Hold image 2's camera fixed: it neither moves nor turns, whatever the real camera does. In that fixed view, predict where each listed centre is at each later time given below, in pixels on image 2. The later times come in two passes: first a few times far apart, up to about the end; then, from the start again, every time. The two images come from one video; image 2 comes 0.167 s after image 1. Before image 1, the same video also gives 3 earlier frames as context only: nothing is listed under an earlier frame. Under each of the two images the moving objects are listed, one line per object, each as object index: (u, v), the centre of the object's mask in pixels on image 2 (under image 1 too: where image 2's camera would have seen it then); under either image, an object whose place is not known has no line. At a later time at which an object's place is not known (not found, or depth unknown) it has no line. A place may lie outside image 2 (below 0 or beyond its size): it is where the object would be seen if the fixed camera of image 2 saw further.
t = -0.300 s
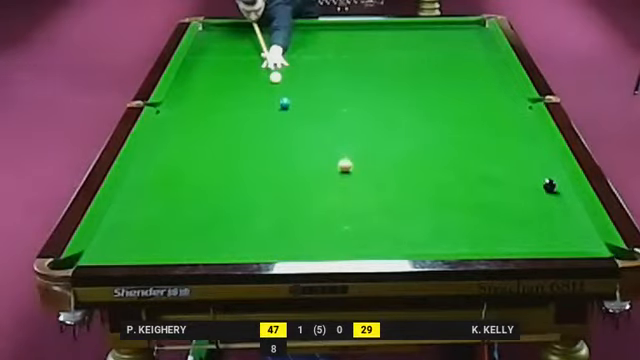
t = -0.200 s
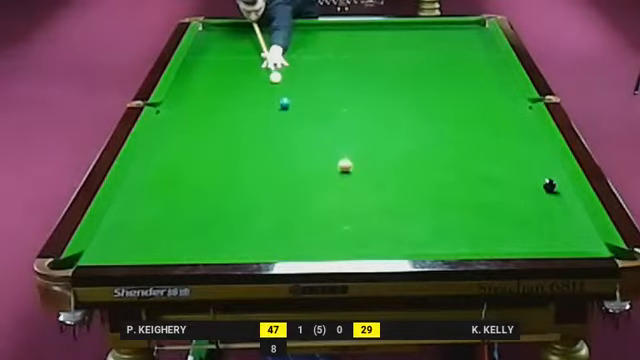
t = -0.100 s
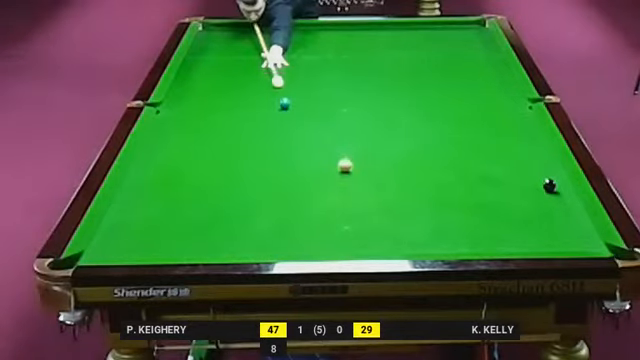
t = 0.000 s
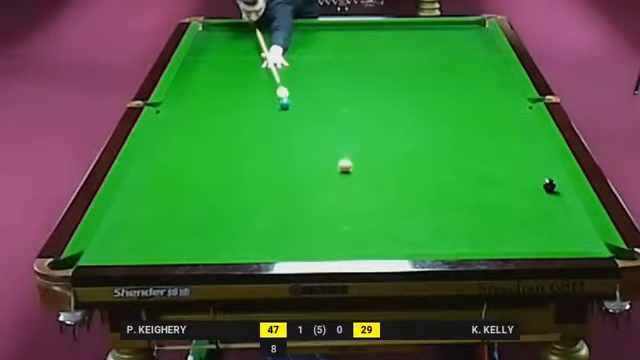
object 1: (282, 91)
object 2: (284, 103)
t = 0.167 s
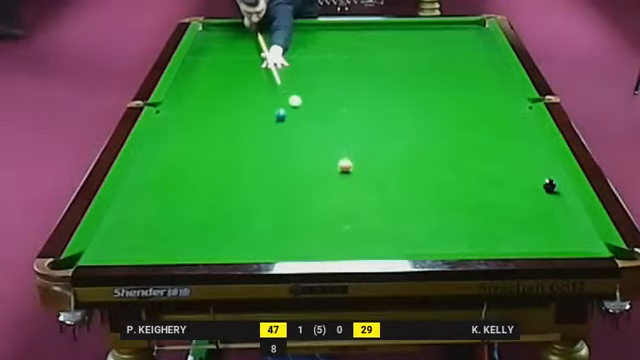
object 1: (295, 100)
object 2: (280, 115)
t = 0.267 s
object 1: (303, 103)
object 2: (277, 124)
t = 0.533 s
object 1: (325, 111)
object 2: (269, 148)
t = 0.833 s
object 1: (349, 120)
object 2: (259, 177)
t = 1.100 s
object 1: (371, 129)
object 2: (250, 207)
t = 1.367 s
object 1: (393, 137)
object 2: (239, 239)
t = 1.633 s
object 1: (415, 145)
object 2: (234, 243)
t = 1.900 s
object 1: (437, 153)
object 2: (237, 219)
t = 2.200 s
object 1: (461, 162)
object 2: (239, 197)
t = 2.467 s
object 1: (481, 170)
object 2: (240, 179)
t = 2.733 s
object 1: (501, 177)
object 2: (242, 164)
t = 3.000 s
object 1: (520, 183)
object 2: (243, 151)
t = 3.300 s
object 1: (539, 191)
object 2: (244, 138)
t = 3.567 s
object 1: (556, 197)
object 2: (245, 127)
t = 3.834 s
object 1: (572, 202)
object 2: (247, 118)
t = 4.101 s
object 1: (572, 206)
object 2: (247, 110)
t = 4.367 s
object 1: (567, 210)
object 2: (248, 102)
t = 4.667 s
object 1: (563, 213)
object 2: (249, 95)
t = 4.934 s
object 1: (559, 215)
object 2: (250, 89)
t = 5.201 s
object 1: (556, 216)
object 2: (251, 84)
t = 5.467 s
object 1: (554, 217)
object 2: (252, 79)
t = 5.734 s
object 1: (555, 217)
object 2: (252, 76)
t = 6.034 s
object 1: (554, 217)
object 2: (253, 72)
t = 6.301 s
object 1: (555, 217)
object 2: (254, 69)
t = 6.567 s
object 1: (555, 217)
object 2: (254, 66)
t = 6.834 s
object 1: (555, 217)
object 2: (255, 64)
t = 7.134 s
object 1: (555, 217)
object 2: (256, 63)
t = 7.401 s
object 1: (555, 217)
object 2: (257, 61)
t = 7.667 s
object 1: (554, 217)
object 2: (257, 61)
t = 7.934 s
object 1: (555, 217)
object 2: (257, 60)
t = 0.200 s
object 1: (297, 101)
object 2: (279, 118)
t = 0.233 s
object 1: (300, 102)
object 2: (278, 121)
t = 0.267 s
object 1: (303, 103)
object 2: (277, 124)
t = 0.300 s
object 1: (305, 104)
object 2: (276, 127)
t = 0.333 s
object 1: (308, 105)
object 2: (275, 130)
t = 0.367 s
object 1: (311, 106)
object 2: (274, 133)
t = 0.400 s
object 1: (313, 107)
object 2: (273, 135)
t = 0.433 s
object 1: (317, 108)
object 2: (272, 139)
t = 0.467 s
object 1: (319, 109)
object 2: (271, 141)
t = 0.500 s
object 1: (322, 110)
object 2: (270, 145)
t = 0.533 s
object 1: (325, 111)
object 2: (269, 148)
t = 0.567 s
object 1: (328, 112)
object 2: (268, 151)
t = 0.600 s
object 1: (330, 113)
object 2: (267, 154)
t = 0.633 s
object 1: (333, 114)
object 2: (266, 157)
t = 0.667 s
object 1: (335, 115)
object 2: (265, 160)
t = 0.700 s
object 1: (338, 116)
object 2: (264, 163)
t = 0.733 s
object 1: (341, 117)
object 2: (263, 167)
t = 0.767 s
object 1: (344, 118)
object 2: (261, 170)
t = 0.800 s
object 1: (347, 119)
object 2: (260, 174)
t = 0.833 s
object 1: (349, 120)
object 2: (259, 177)
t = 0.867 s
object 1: (352, 121)
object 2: (258, 181)
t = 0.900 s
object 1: (355, 123)
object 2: (257, 184)
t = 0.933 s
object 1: (358, 124)
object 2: (256, 188)
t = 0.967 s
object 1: (360, 125)
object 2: (255, 192)
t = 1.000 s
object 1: (363, 126)
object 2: (253, 196)
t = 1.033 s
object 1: (366, 127)
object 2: (252, 199)
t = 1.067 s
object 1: (368, 128)
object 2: (251, 203)
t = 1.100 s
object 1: (371, 129)
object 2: (250, 207)
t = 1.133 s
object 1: (374, 130)
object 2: (248, 211)
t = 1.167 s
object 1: (377, 131)
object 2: (247, 215)
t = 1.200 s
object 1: (380, 132)
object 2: (246, 219)
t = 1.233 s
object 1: (382, 133)
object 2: (244, 222)
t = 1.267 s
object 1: (385, 134)
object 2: (243, 227)
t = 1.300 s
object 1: (388, 135)
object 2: (242, 230)
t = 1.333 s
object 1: (391, 136)
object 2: (240, 235)
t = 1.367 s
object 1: (393, 137)
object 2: (239, 239)
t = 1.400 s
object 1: (396, 138)
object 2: (237, 243)
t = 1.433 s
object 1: (399, 139)
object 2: (236, 246)
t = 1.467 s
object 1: (402, 140)
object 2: (235, 249)
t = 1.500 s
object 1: (404, 141)
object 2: (233, 251)
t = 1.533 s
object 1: (407, 142)
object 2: (234, 249)
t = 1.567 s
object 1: (410, 143)
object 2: (234, 248)
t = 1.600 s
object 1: (413, 144)
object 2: (234, 245)
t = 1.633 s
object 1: (415, 145)
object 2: (234, 243)
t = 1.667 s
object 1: (418, 146)
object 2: (235, 239)
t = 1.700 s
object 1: (421, 147)
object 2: (235, 236)
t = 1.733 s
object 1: (423, 148)
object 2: (235, 234)
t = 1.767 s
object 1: (426, 149)
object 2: (235, 231)
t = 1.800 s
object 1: (429, 150)
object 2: (236, 227)
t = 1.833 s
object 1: (431, 151)
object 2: (236, 225)
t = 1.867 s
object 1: (434, 152)
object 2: (237, 222)
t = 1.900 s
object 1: (437, 153)
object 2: (237, 219)
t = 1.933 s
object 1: (439, 154)
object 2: (237, 217)
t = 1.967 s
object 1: (442, 155)
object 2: (237, 214)
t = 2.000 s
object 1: (445, 156)
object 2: (238, 211)
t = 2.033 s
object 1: (447, 157)
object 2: (238, 209)
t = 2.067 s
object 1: (450, 158)
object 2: (238, 206)
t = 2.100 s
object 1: (453, 159)
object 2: (238, 204)
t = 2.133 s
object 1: (456, 160)
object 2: (239, 201)
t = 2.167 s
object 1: (458, 161)
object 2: (239, 199)
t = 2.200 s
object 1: (461, 162)
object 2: (239, 197)
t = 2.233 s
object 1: (464, 163)
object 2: (239, 195)
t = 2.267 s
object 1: (466, 164)
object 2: (239, 192)
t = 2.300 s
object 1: (469, 165)
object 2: (240, 190)
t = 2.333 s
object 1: (471, 166)
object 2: (240, 188)
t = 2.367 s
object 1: (474, 167)
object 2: (240, 186)
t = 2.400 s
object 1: (477, 168)
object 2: (240, 184)
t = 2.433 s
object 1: (479, 169)
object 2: (240, 182)
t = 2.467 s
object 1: (481, 170)
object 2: (240, 179)
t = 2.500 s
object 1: (484, 171)
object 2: (241, 178)
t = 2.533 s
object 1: (486, 172)
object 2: (241, 175)
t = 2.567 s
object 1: (489, 172)
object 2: (241, 173)
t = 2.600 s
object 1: (491, 173)
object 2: (241, 172)
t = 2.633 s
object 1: (494, 174)
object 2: (241, 170)
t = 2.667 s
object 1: (496, 175)
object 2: (242, 168)
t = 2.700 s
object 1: (499, 176)
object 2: (242, 166)
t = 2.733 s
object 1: (501, 177)
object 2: (242, 164)
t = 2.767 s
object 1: (504, 178)
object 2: (242, 163)
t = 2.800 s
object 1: (506, 179)
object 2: (242, 161)
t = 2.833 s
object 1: (508, 179)
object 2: (242, 159)
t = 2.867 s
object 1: (511, 180)
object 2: (242, 157)
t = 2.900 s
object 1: (513, 181)
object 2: (242, 156)
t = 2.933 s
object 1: (516, 182)
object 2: (243, 154)
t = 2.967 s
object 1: (518, 183)
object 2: (243, 153)
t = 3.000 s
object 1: (520, 183)
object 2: (243, 151)
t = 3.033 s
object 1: (522, 184)
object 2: (243, 149)
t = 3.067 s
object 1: (525, 185)
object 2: (243, 148)
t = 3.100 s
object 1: (526, 186)
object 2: (243, 146)
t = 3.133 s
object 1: (529, 187)
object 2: (244, 145)
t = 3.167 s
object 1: (531, 188)
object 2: (244, 143)
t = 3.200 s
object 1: (534, 189)
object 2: (244, 142)
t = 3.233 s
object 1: (535, 189)
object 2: (244, 141)
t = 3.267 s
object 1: (537, 190)
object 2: (244, 139)
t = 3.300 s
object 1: (539, 191)
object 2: (244, 138)
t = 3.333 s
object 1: (542, 192)
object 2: (244, 136)
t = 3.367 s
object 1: (544, 192)
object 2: (245, 135)
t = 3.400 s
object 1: (545, 193)
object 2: (245, 134)
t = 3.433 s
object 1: (548, 194)
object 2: (245, 132)
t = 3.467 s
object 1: (550, 195)
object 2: (245, 131)
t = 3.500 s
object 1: (552, 196)
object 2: (245, 130)
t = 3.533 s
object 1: (555, 196)
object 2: (245, 129)
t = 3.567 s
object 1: (556, 197)
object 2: (245, 127)
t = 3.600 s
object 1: (558, 198)
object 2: (246, 126)
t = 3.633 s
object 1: (560, 198)
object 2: (246, 125)
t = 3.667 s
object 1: (562, 199)
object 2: (246, 124)
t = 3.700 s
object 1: (564, 200)
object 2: (246, 123)
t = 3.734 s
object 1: (566, 200)
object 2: (246, 121)
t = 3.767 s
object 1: (568, 201)
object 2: (246, 120)
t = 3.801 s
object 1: (570, 202)
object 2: (246, 119)
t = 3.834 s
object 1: (572, 202)
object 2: (247, 118)
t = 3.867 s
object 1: (573, 203)
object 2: (247, 117)
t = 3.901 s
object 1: (575, 203)
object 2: (247, 116)
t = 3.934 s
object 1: (575, 204)
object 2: (247, 115)
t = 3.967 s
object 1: (574, 205)
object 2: (247, 114)
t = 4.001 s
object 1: (574, 205)
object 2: (247, 113)
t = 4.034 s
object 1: (573, 206)
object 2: (247, 112)
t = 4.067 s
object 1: (573, 206)
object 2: (247, 111)
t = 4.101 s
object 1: (572, 206)
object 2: (247, 110)
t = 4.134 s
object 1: (571, 207)
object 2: (248, 109)
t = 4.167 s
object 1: (571, 207)
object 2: (248, 108)
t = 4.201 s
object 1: (570, 208)
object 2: (248, 107)
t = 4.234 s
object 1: (570, 208)
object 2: (248, 106)
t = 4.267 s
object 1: (569, 208)
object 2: (248, 105)
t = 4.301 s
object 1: (568, 209)
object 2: (248, 104)
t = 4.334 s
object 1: (568, 209)
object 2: (248, 103)
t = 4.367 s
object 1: (567, 210)
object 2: (248, 102)
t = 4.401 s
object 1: (566, 210)
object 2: (248, 101)
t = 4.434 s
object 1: (566, 210)
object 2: (249, 100)
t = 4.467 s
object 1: (565, 211)
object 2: (249, 100)
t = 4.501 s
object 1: (565, 211)
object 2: (249, 99)
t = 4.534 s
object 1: (564, 212)
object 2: (249, 98)
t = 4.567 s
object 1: (564, 212)
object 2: (249, 97)
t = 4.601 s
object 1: (563, 213)
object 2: (249, 97)
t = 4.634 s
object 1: (563, 213)
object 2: (249, 96)
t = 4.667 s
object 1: (563, 213)
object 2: (249, 95)
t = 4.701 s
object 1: (562, 213)
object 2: (250, 94)
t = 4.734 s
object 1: (562, 213)
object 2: (249, 93)
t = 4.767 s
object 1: (561, 214)
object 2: (249, 93)
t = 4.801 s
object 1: (561, 214)
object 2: (250, 92)
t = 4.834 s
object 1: (560, 214)
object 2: (250, 91)
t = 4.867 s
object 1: (560, 214)
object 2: (250, 90)
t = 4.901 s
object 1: (559, 215)
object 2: (250, 90)
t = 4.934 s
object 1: (559, 215)
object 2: (250, 89)
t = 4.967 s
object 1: (559, 215)
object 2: (250, 88)
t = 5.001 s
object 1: (558, 216)
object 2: (250, 88)
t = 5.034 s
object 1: (558, 216)
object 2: (250, 87)
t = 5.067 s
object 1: (558, 216)
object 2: (250, 87)
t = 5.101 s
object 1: (557, 216)
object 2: (251, 86)
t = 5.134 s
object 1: (557, 216)
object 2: (251, 85)
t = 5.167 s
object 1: (556, 216)
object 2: (251, 85)
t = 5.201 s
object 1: (556, 216)
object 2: (251, 84)
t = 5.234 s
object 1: (556, 217)
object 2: (251, 84)
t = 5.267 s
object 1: (556, 217)
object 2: (251, 83)
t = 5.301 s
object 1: (555, 217)
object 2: (251, 82)
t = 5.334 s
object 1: (555, 217)
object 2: (251, 82)
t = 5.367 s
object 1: (555, 217)
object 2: (252, 81)
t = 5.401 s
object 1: (555, 217)
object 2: (252, 81)
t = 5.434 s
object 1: (555, 217)
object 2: (252, 80)
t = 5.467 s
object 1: (554, 217)
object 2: (252, 79)
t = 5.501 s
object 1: (554, 217)
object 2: (252, 79)
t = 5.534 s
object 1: (554, 217)
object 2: (252, 79)
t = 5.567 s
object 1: (554, 217)
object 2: (252, 78)
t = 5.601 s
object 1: (554, 217)
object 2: (252, 77)
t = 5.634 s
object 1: (554, 217)
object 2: (252, 77)
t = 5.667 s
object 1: (554, 217)
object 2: (252, 77)
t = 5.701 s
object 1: (554, 217)
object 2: (252, 76)
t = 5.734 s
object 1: (555, 217)
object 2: (252, 76)
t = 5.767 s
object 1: (555, 217)
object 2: (252, 75)
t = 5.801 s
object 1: (555, 217)
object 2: (253, 75)
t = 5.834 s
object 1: (555, 217)
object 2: (253, 74)
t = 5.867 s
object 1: (555, 217)
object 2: (253, 74)
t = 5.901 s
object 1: (555, 217)
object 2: (253, 73)
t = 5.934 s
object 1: (555, 217)
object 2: (253, 73)
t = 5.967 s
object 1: (554, 217)
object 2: (253, 72)
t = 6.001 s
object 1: (555, 217)
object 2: (253, 72)
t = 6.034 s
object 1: (554, 217)
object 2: (253, 72)
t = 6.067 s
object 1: (554, 217)
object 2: (253, 72)
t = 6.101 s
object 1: (555, 217)
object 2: (254, 71)
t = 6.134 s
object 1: (555, 217)
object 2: (254, 71)
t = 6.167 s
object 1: (555, 217)
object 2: (254, 70)
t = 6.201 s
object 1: (555, 217)
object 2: (254, 70)
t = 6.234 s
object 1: (555, 217)
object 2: (254, 70)
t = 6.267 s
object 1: (555, 217)
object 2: (254, 69)
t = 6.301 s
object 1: (555, 217)
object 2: (254, 69)
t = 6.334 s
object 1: (555, 217)
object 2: (254, 69)
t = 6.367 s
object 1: (555, 217)
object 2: (254, 69)
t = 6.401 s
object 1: (555, 217)
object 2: (254, 68)
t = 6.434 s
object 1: (555, 217)
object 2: (254, 67)
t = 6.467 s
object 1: (555, 217)
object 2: (254, 67)
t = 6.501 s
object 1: (555, 217)
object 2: (254, 67)
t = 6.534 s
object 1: (555, 217)
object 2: (254, 67)
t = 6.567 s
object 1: (555, 217)
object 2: (254, 66)
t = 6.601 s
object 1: (555, 217)
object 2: (255, 66)
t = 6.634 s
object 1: (555, 217)
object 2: (255, 66)
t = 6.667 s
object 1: (555, 217)
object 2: (255, 66)
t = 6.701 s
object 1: (555, 217)
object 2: (255, 66)
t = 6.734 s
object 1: (555, 217)
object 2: (255, 65)
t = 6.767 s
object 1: (555, 217)
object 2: (255, 65)
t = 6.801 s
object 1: (555, 217)
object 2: (255, 65)
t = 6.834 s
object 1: (555, 217)
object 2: (255, 64)
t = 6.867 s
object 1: (555, 217)
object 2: (256, 64)
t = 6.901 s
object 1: (555, 217)
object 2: (256, 64)
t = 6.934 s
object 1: (555, 217)
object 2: (256, 64)
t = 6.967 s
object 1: (555, 217)
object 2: (256, 63)
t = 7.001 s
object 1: (555, 217)
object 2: (256, 63)
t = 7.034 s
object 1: (555, 217)
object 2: (256, 63)
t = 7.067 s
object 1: (555, 217)
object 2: (256, 63)
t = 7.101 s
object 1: (555, 217)
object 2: (256, 63)
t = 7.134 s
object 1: (555, 217)
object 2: (256, 63)
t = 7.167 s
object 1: (555, 217)
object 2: (256, 63)
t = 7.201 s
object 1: (555, 217)
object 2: (257, 62)
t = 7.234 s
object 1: (555, 217)
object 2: (257, 62)
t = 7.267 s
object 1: (555, 217)
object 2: (257, 62)
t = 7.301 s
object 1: (555, 217)
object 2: (257, 62)
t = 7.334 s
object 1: (555, 217)
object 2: (257, 61)
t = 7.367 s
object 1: (555, 217)
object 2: (257, 61)
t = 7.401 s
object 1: (555, 217)
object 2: (257, 61)
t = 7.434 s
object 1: (555, 217)
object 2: (257, 61)
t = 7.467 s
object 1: (555, 217)
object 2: (257, 61)
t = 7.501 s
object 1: (555, 217)
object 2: (257, 61)
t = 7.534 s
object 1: (555, 217)
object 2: (257, 61)
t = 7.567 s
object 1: (555, 217)
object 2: (257, 61)
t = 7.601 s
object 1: (555, 217)
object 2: (257, 61)
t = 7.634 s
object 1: (555, 217)
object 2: (257, 61)
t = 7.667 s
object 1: (554, 217)
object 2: (257, 61)
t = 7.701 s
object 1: (555, 217)
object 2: (257, 61)
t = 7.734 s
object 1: (554, 217)
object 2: (257, 61)
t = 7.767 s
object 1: (555, 217)
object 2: (257, 61)
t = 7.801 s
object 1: (555, 217)
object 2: (257, 61)
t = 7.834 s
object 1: (555, 217)
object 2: (257, 61)
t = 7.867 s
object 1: (555, 217)
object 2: (257, 60)
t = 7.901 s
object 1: (555, 217)
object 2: (257, 60)
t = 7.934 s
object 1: (555, 217)
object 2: (257, 60)
